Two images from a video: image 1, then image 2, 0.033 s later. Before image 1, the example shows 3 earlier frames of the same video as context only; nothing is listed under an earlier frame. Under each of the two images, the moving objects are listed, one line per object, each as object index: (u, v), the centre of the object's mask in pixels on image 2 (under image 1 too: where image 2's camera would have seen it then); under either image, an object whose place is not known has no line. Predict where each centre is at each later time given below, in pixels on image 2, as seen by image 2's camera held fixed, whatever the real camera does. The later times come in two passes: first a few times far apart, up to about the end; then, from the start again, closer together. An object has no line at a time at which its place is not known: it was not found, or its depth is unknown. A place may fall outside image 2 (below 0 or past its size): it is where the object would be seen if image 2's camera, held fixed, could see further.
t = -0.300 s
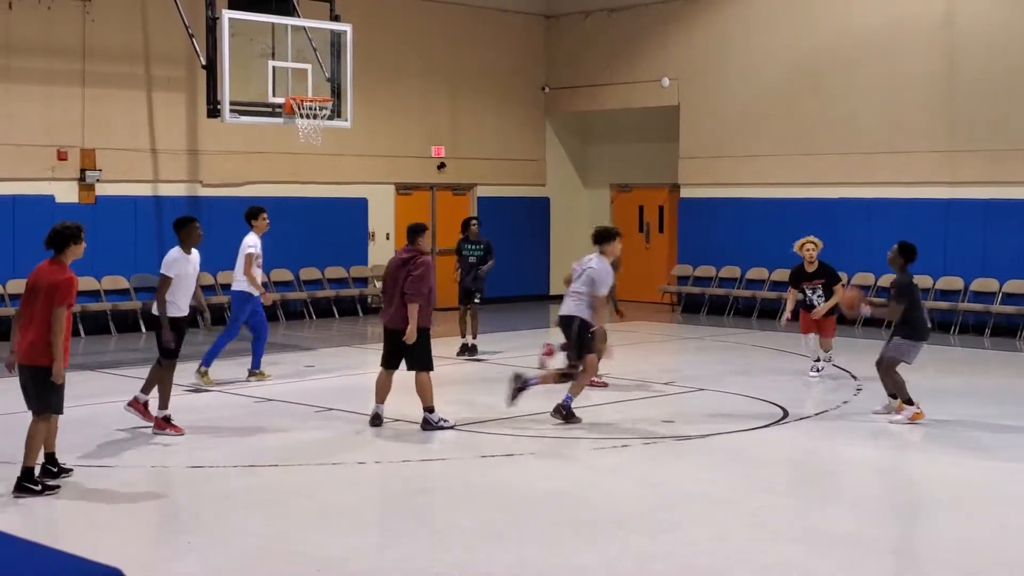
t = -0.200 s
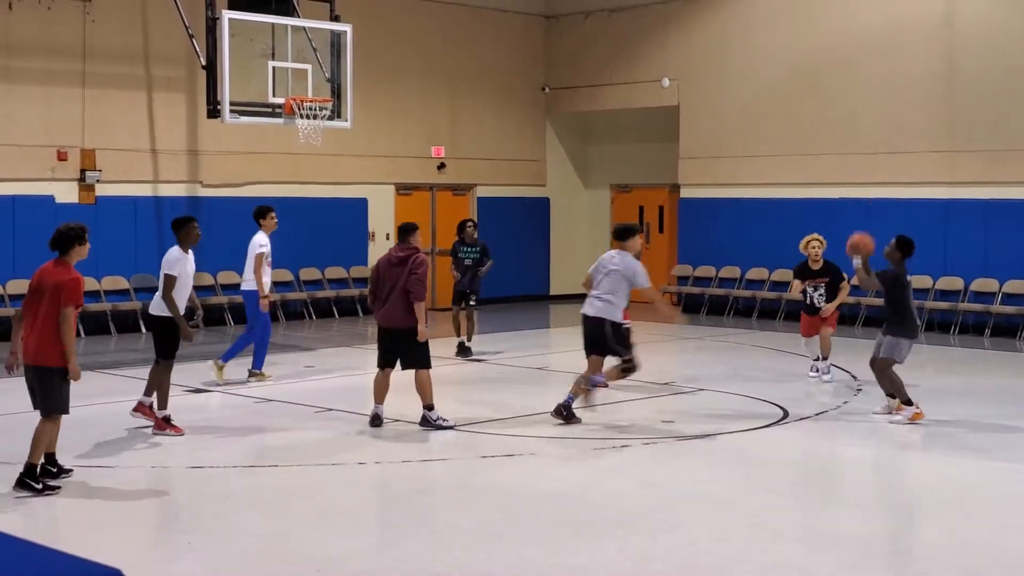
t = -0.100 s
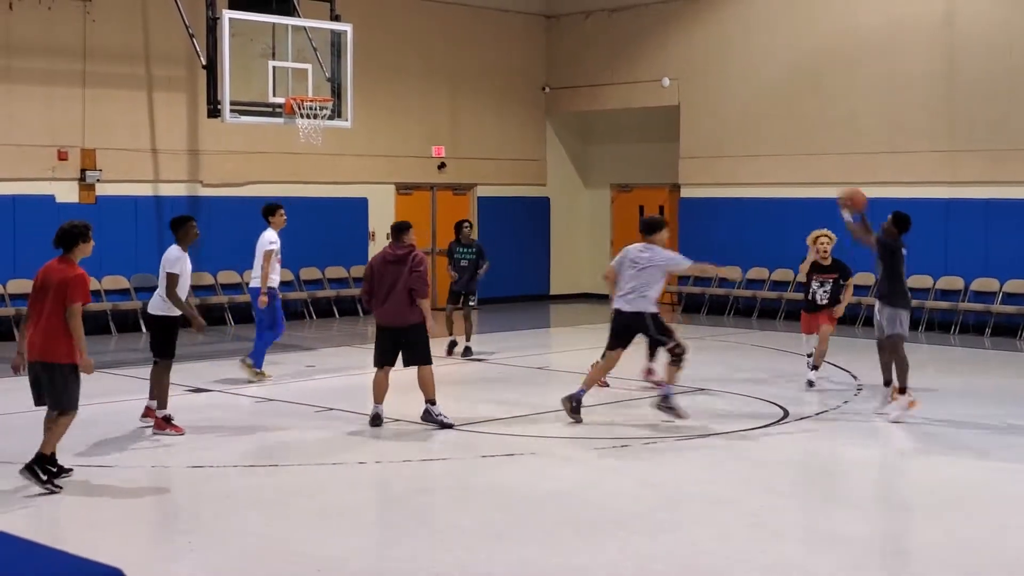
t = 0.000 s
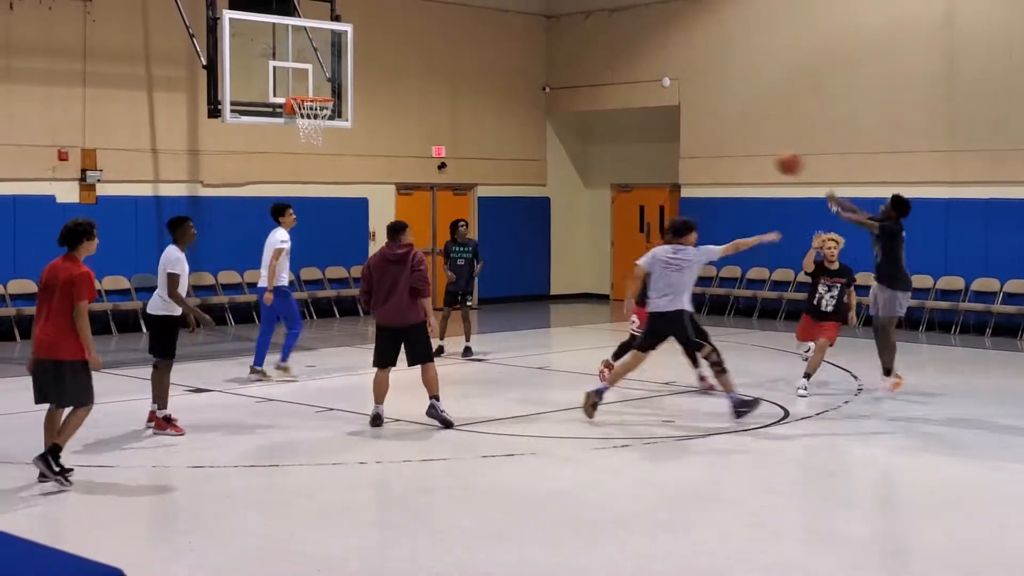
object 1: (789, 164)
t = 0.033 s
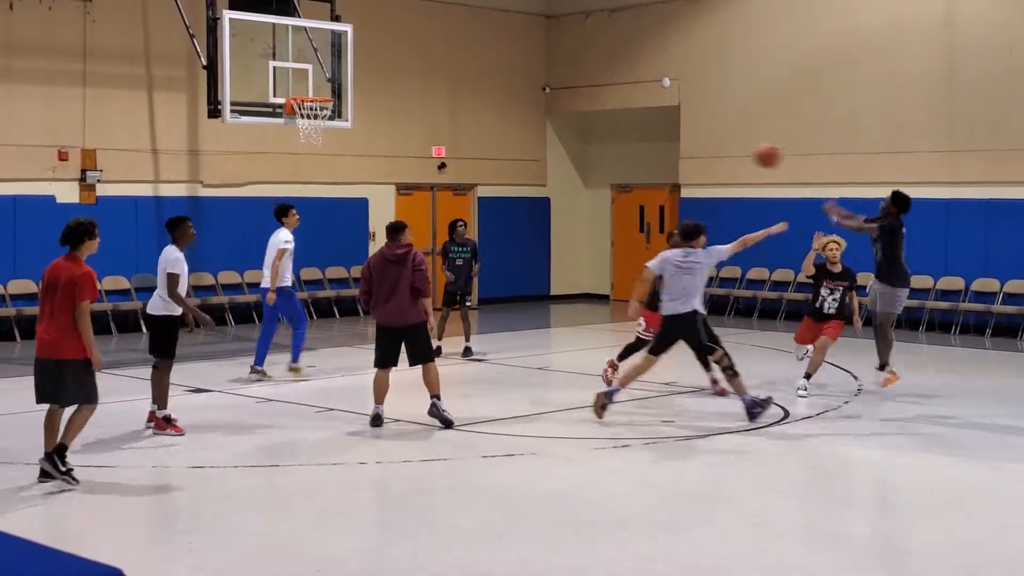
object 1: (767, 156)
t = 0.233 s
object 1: (648, 135)
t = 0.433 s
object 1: (551, 154)
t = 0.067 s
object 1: (746, 150)
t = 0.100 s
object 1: (725, 145)
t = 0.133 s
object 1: (706, 141)
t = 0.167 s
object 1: (686, 138)
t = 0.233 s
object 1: (648, 135)
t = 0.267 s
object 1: (631, 136)
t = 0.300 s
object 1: (615, 138)
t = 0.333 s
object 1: (597, 140)
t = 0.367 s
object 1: (582, 143)
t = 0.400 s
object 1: (566, 149)
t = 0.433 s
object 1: (551, 154)
